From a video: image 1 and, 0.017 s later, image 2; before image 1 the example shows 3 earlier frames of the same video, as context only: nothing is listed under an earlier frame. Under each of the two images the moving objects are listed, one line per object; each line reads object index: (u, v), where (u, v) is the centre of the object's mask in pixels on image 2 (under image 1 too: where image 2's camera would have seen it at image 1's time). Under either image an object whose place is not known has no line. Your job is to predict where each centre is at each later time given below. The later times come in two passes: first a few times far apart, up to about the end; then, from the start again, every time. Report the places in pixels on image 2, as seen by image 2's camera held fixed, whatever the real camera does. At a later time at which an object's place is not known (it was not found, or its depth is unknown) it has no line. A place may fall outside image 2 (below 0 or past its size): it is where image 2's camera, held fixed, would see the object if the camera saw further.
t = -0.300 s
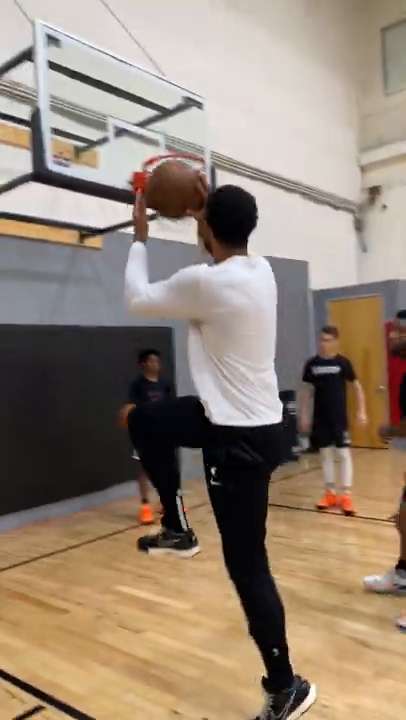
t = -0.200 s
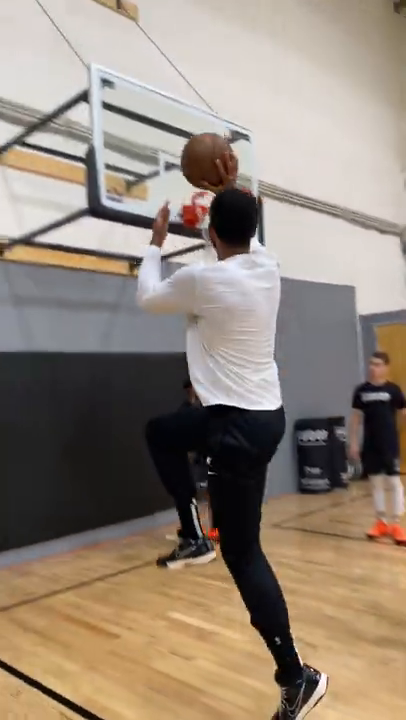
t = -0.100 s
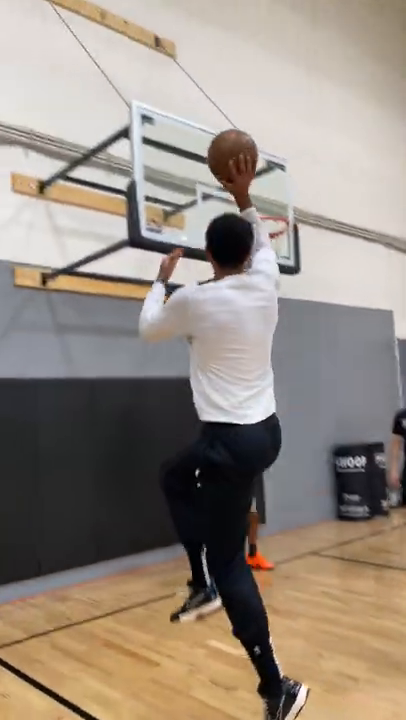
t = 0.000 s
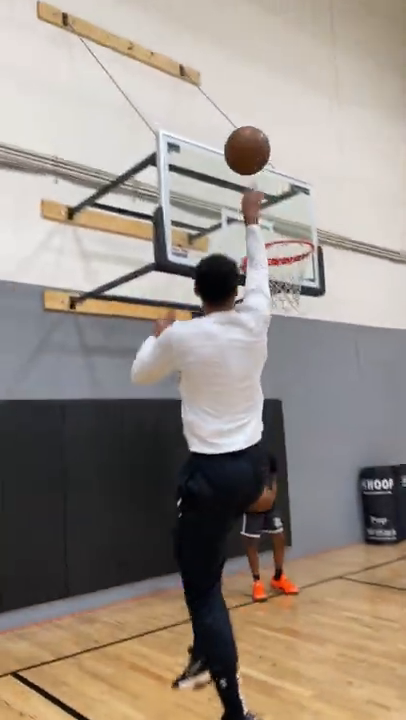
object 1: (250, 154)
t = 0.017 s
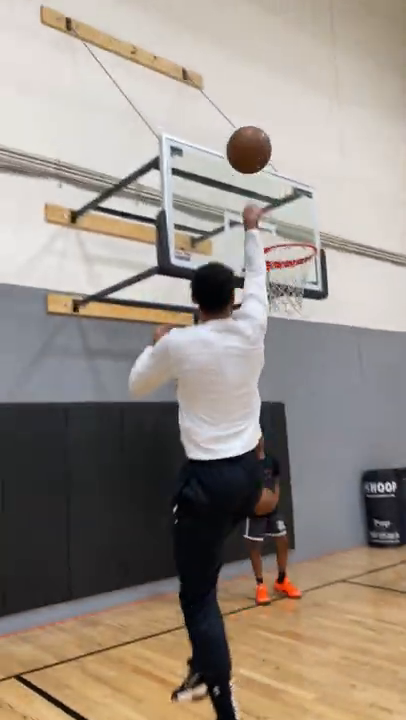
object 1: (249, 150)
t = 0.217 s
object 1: (241, 138)
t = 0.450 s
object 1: (239, 185)
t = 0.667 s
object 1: (284, 237)
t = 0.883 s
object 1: (276, 311)
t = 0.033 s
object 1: (248, 146)
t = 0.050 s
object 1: (247, 143)
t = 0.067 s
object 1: (246, 141)
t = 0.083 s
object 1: (245, 139)
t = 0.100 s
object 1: (245, 137)
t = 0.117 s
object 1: (244, 136)
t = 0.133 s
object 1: (243, 135)
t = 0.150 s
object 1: (243, 135)
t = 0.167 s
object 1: (242, 135)
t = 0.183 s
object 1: (242, 136)
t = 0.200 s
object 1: (241, 137)
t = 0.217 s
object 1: (241, 138)
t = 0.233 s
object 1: (241, 139)
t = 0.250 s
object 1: (240, 141)
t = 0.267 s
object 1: (240, 144)
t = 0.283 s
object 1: (240, 146)
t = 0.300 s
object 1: (239, 149)
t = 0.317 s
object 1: (239, 152)
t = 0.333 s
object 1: (239, 155)
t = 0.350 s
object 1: (239, 159)
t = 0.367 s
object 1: (238, 163)
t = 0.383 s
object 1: (238, 166)
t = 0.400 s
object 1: (238, 171)
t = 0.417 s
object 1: (238, 176)
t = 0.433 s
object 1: (239, 180)
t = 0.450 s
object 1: (239, 185)
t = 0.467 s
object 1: (239, 191)
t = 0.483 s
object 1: (238, 196)
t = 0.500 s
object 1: (239, 203)
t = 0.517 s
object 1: (238, 208)
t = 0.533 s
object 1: (242, 211)
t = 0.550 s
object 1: (246, 213)
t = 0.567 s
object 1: (251, 216)
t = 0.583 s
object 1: (257, 219)
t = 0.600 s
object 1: (262, 223)
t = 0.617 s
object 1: (267, 225)
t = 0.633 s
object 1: (272, 229)
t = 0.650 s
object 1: (278, 233)
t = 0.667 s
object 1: (284, 237)
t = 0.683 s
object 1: (290, 244)
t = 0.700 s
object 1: (295, 250)
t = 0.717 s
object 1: (300, 254)
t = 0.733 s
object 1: (297, 259)
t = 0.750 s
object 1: (295, 263)
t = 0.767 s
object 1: (292, 268)
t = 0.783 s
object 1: (289, 277)
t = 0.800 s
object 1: (286, 280)
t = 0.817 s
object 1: (285, 284)
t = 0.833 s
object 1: (283, 290)
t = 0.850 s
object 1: (280, 296)
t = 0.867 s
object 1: (277, 307)
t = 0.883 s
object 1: (276, 311)
